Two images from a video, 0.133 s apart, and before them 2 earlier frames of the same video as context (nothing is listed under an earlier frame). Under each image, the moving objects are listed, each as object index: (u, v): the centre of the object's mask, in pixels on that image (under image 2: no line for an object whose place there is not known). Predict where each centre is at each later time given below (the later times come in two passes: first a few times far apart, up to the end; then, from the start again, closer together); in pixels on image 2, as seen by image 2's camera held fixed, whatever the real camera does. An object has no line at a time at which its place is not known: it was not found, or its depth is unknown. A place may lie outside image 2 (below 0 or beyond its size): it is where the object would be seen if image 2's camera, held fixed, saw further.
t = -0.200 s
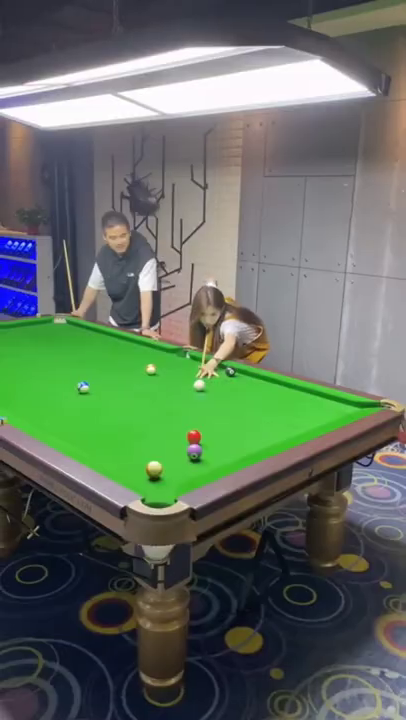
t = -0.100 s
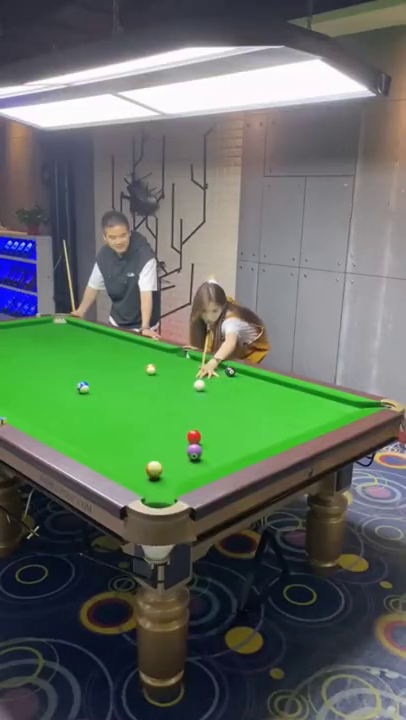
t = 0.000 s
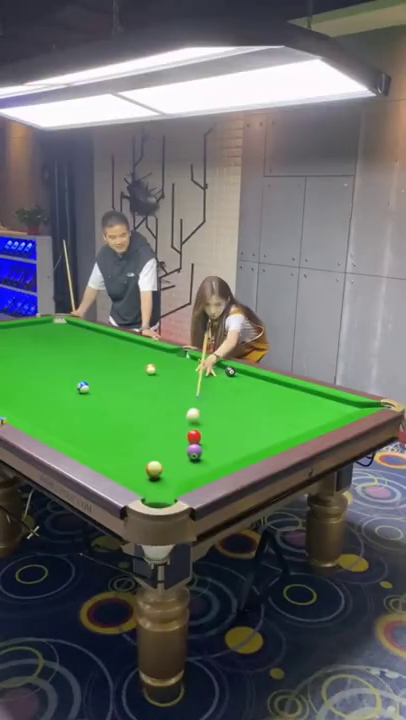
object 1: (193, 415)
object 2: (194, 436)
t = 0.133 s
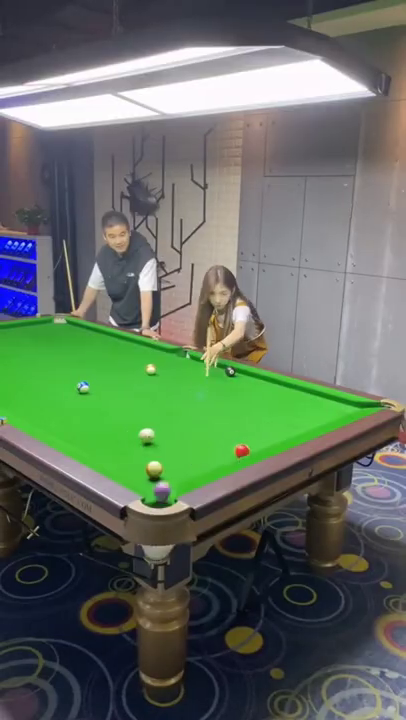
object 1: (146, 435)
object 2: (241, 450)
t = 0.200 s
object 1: (120, 438)
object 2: (224, 440)
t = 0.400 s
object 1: (81, 437)
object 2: (179, 414)
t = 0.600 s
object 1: (96, 418)
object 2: (144, 393)
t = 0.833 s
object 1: (111, 401)
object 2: (110, 374)
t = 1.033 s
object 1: (121, 388)
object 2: (87, 360)
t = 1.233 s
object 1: (130, 378)
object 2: (66, 348)
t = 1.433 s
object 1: (138, 368)
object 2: (49, 338)
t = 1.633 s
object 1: (145, 359)
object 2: (33, 329)
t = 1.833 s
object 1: (151, 353)
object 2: (31, 325)
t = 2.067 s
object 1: (150, 347)
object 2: (52, 330)
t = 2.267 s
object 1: (134, 347)
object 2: (70, 335)
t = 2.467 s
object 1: (119, 348)
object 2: (89, 340)
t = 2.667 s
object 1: (104, 347)
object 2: (110, 344)
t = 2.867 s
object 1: (91, 347)
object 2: (129, 350)
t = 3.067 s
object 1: (77, 348)
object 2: (150, 355)
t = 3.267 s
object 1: (64, 348)
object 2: (172, 361)
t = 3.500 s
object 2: (198, 367)
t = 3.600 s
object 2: (211, 371)
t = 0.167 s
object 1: (133, 436)
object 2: (233, 445)
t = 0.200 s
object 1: (120, 438)
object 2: (224, 440)
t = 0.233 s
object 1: (108, 440)
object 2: (216, 435)
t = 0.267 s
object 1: (96, 441)
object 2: (208, 431)
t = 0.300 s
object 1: (85, 442)
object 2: (200, 426)
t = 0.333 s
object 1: (74, 442)
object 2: (193, 422)
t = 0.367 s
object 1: (77, 440)
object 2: (186, 418)
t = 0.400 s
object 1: (81, 437)
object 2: (179, 414)
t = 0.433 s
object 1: (84, 433)
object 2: (173, 410)
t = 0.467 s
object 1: (87, 430)
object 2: (167, 407)
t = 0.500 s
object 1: (89, 427)
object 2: (160, 403)
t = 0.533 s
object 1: (92, 424)
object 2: (155, 400)
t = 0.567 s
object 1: (94, 421)
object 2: (149, 397)
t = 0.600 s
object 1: (96, 418)
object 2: (144, 393)
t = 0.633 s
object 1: (99, 416)
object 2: (138, 390)
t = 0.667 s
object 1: (101, 413)
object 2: (133, 387)
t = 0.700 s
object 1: (103, 410)
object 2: (128, 385)
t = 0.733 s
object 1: (105, 408)
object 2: (123, 382)
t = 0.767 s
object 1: (107, 406)
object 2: (119, 379)
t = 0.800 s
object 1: (109, 403)
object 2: (114, 376)
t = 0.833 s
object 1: (111, 401)
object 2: (110, 374)
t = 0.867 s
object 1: (113, 399)
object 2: (106, 371)
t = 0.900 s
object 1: (115, 396)
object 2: (102, 369)
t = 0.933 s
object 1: (117, 394)
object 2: (98, 366)
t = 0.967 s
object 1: (118, 392)
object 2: (94, 364)
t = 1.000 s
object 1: (120, 390)
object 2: (90, 362)
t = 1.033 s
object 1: (121, 388)
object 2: (87, 360)
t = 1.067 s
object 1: (123, 386)
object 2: (83, 358)
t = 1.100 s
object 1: (124, 384)
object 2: (79, 356)
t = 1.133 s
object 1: (126, 383)
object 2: (76, 354)
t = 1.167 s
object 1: (127, 381)
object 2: (72, 352)
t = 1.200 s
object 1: (129, 379)
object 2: (69, 350)
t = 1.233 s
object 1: (130, 378)
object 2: (66, 348)
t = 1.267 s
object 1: (132, 376)
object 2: (63, 346)
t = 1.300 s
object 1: (133, 374)
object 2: (60, 345)
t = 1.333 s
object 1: (134, 373)
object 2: (57, 343)
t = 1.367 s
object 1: (135, 371)
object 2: (54, 341)
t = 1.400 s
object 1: (137, 369)
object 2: (51, 339)
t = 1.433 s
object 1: (138, 368)
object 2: (49, 338)
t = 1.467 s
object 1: (139, 366)
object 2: (46, 336)
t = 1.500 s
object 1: (140, 365)
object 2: (43, 335)
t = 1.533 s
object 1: (141, 364)
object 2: (41, 333)
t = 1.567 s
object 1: (142, 362)
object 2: (38, 332)
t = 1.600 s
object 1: (144, 361)
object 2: (36, 330)
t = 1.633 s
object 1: (145, 359)
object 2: (33, 329)
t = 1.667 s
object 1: (146, 358)
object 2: (32, 327)
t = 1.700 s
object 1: (147, 357)
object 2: (29, 326)
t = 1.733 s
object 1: (148, 356)
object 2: (27, 325)
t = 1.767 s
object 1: (149, 355)
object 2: (24, 324)
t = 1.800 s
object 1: (150, 354)
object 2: (27, 324)
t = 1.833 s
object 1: (151, 353)
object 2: (31, 325)
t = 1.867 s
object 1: (152, 352)
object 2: (34, 326)
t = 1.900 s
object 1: (152, 350)
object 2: (37, 326)
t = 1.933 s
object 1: (153, 349)
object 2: (40, 327)
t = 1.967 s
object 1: (154, 348)
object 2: (43, 328)
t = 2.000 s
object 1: (155, 347)
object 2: (46, 329)
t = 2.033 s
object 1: (152, 347)
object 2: (49, 330)
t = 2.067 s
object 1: (150, 347)
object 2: (52, 330)
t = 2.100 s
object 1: (147, 347)
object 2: (55, 331)
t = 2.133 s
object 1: (144, 347)
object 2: (58, 332)
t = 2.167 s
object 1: (142, 347)
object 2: (61, 333)
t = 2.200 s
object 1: (139, 347)
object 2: (64, 334)
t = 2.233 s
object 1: (137, 347)
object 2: (67, 334)
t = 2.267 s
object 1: (134, 347)
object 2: (70, 335)
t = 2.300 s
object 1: (131, 347)
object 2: (74, 336)
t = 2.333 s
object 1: (129, 347)
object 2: (76, 337)
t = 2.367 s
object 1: (126, 347)
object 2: (79, 337)
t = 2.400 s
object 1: (124, 347)
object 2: (83, 339)
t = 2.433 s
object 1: (121, 347)
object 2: (86, 339)
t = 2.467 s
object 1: (119, 348)
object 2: (89, 340)
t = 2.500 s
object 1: (117, 348)
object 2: (93, 341)
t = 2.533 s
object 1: (114, 348)
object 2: (96, 342)
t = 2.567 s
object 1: (112, 347)
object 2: (99, 342)
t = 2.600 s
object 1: (110, 348)
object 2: (102, 343)
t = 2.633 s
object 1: (107, 347)
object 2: (105, 342)
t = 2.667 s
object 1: (104, 347)
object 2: (110, 344)
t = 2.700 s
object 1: (102, 347)
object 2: (112, 346)
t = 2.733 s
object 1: (100, 347)
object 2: (116, 347)
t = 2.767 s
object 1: (98, 347)
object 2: (119, 348)
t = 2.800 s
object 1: (95, 347)
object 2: (123, 348)
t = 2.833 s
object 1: (93, 348)
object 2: (126, 349)
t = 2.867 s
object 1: (91, 347)
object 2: (129, 350)
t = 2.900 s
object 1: (88, 348)
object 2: (133, 351)
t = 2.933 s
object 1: (86, 348)
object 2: (136, 352)
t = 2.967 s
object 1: (84, 348)
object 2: (140, 353)
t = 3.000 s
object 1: (82, 348)
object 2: (143, 354)
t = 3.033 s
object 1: (79, 348)
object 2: (147, 354)
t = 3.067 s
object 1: (77, 348)
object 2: (150, 355)
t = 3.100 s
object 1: (75, 348)
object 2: (154, 356)
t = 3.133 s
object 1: (73, 348)
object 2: (157, 357)
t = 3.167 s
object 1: (71, 348)
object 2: (161, 358)
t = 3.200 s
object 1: (68, 348)
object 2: (165, 359)
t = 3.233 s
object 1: (67, 348)
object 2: (168, 360)
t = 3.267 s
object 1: (64, 348)
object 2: (172, 361)
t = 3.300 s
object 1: (62, 348)
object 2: (176, 362)
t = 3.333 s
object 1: (60, 348)
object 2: (179, 363)
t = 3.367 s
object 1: (58, 348)
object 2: (183, 364)
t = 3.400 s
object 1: (56, 348)
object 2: (187, 364)
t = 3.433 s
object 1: (54, 348)
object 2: (191, 366)
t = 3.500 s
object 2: (198, 367)
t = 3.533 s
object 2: (202, 368)
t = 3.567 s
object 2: (207, 370)
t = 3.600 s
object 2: (211, 371)
